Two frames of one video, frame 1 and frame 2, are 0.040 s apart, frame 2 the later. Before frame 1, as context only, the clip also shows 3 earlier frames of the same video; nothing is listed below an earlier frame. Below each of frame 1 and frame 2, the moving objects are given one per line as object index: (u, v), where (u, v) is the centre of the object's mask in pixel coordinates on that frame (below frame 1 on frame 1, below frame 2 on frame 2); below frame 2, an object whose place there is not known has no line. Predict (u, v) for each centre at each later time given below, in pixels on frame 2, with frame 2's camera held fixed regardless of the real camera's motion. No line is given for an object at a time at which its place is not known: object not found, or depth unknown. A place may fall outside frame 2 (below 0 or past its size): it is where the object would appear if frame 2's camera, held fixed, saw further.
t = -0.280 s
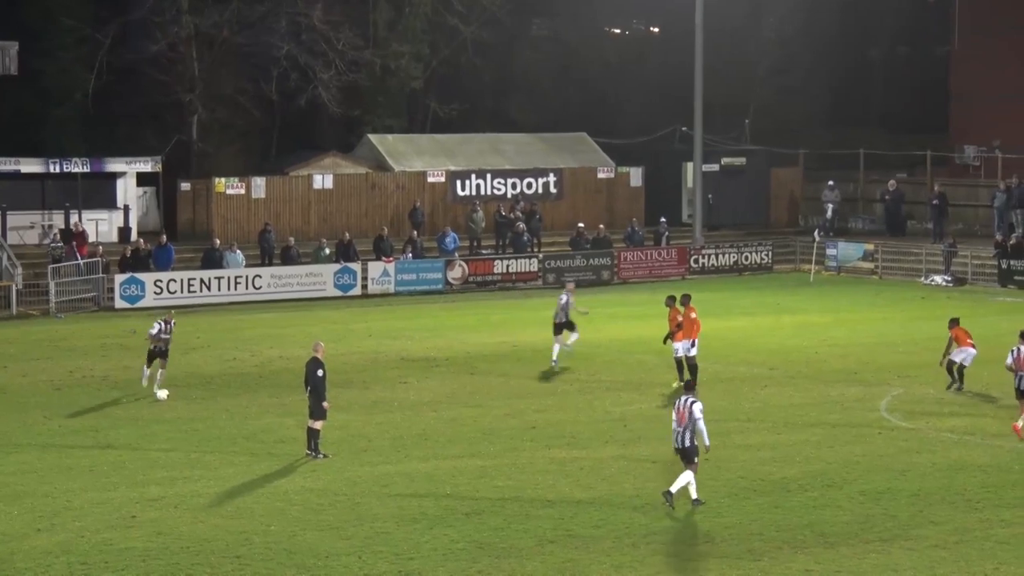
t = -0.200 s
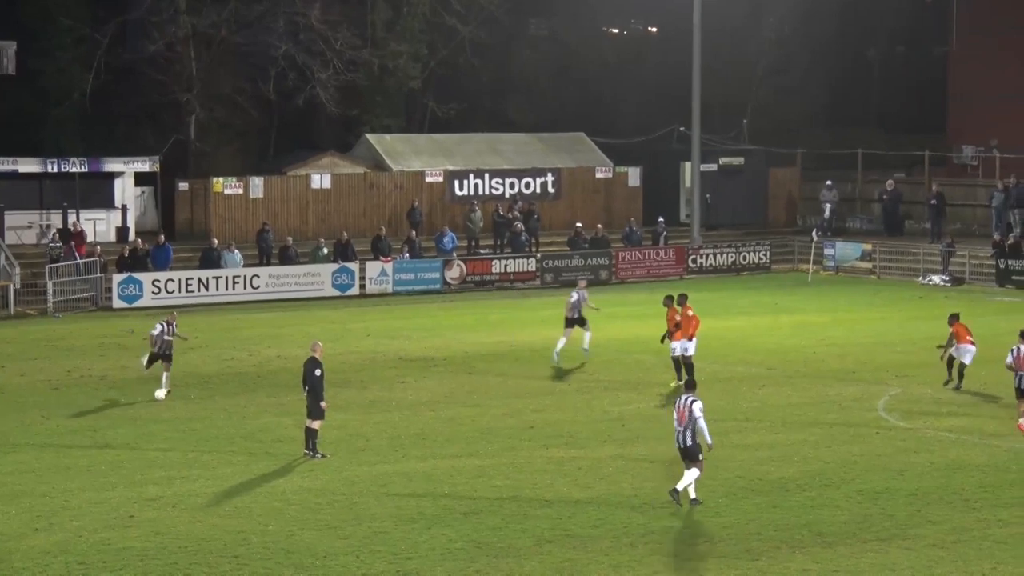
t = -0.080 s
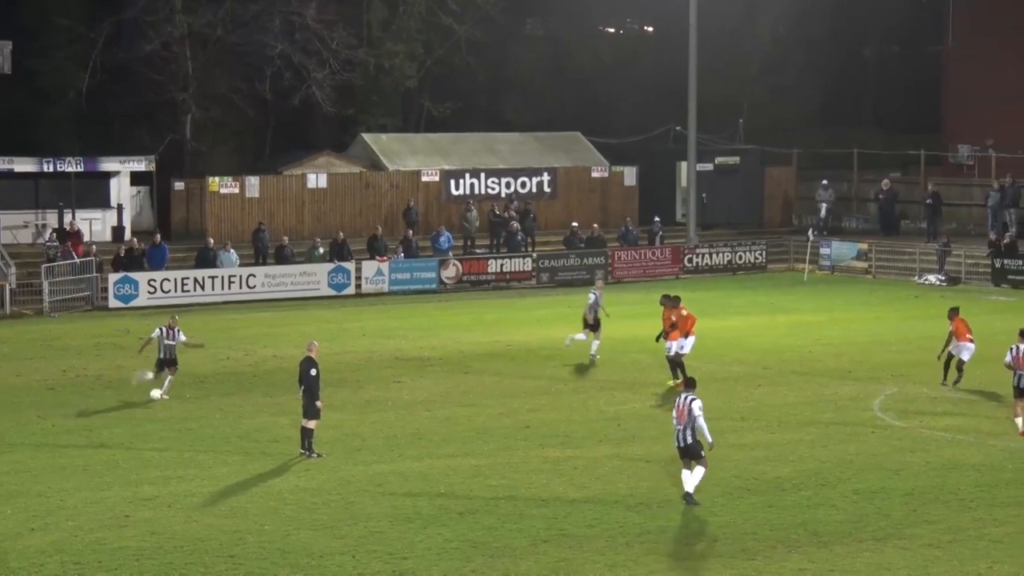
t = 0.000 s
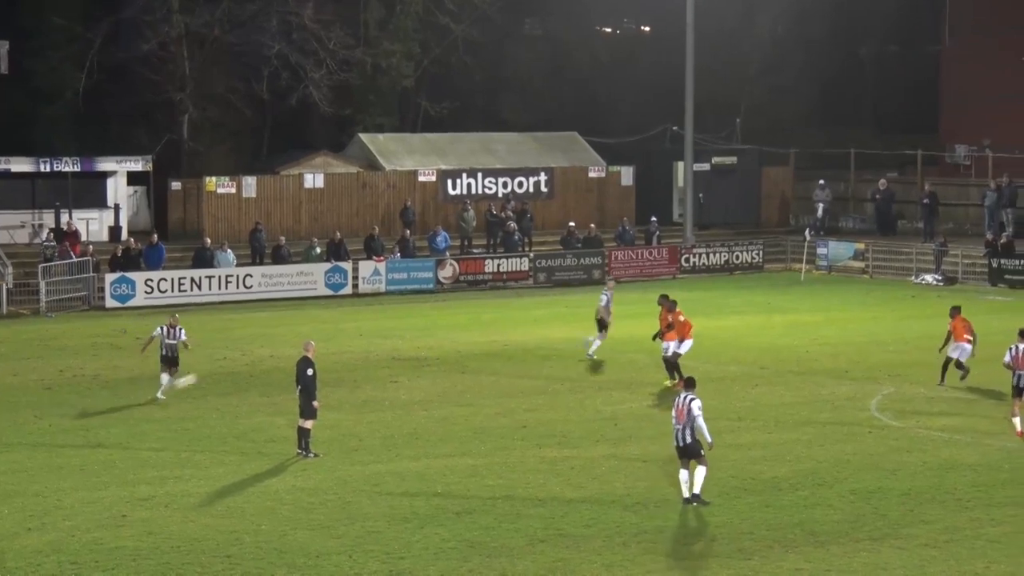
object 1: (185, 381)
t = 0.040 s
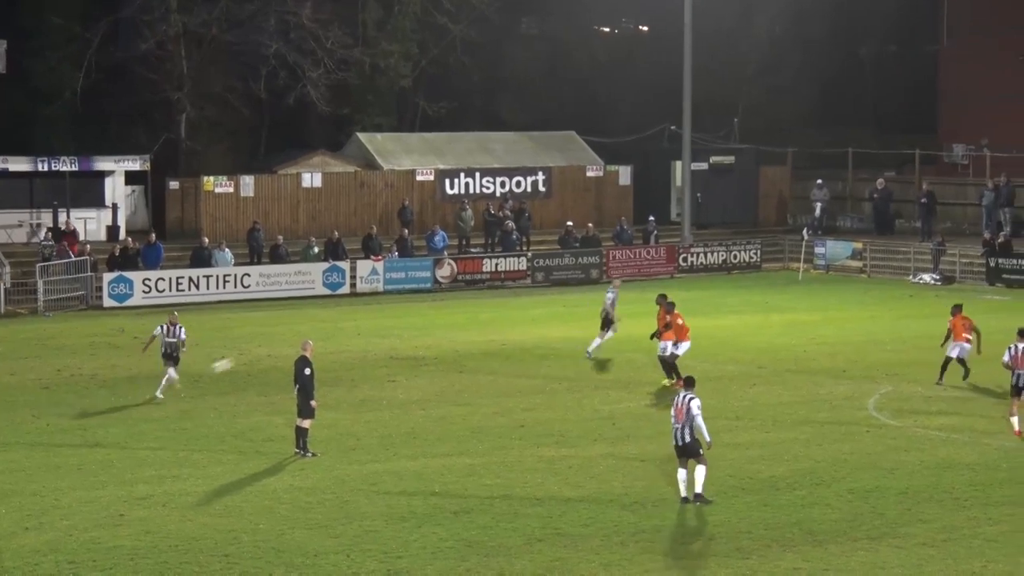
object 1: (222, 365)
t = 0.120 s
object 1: (298, 336)
